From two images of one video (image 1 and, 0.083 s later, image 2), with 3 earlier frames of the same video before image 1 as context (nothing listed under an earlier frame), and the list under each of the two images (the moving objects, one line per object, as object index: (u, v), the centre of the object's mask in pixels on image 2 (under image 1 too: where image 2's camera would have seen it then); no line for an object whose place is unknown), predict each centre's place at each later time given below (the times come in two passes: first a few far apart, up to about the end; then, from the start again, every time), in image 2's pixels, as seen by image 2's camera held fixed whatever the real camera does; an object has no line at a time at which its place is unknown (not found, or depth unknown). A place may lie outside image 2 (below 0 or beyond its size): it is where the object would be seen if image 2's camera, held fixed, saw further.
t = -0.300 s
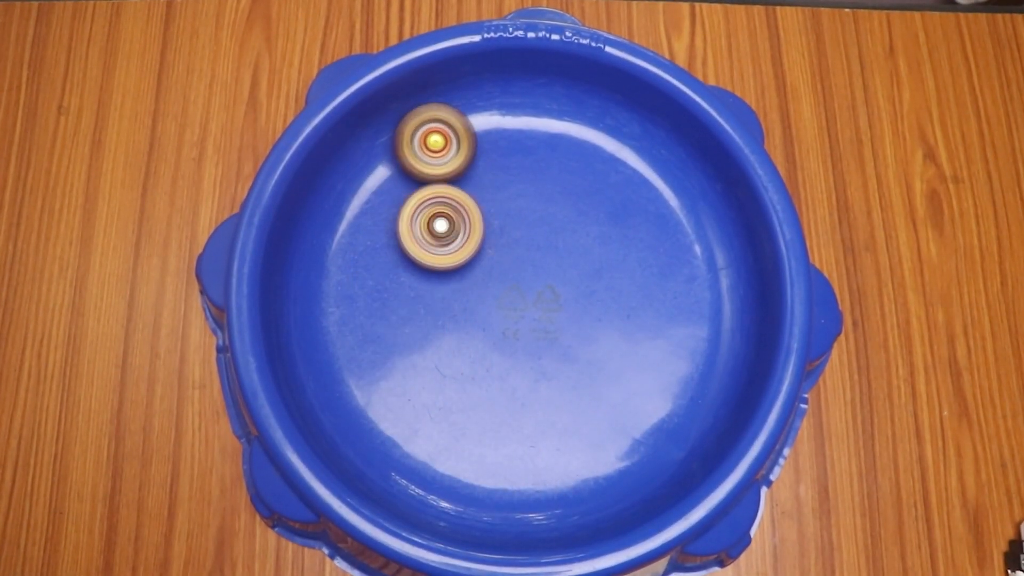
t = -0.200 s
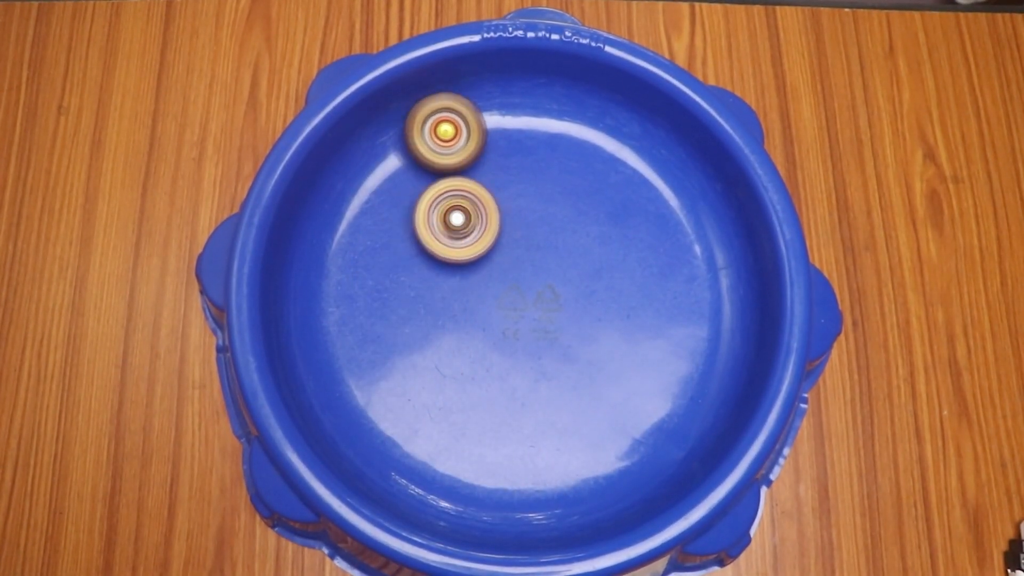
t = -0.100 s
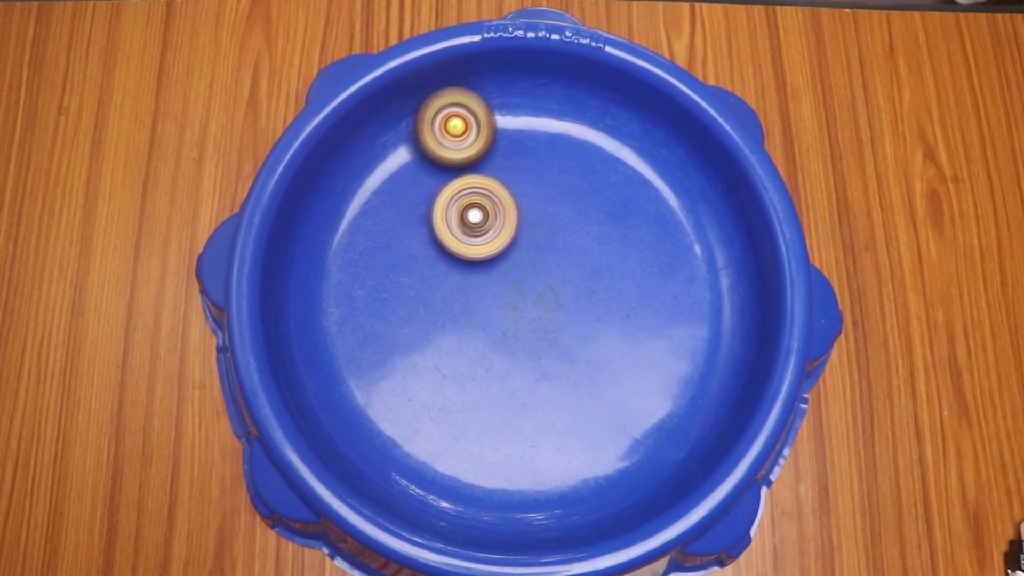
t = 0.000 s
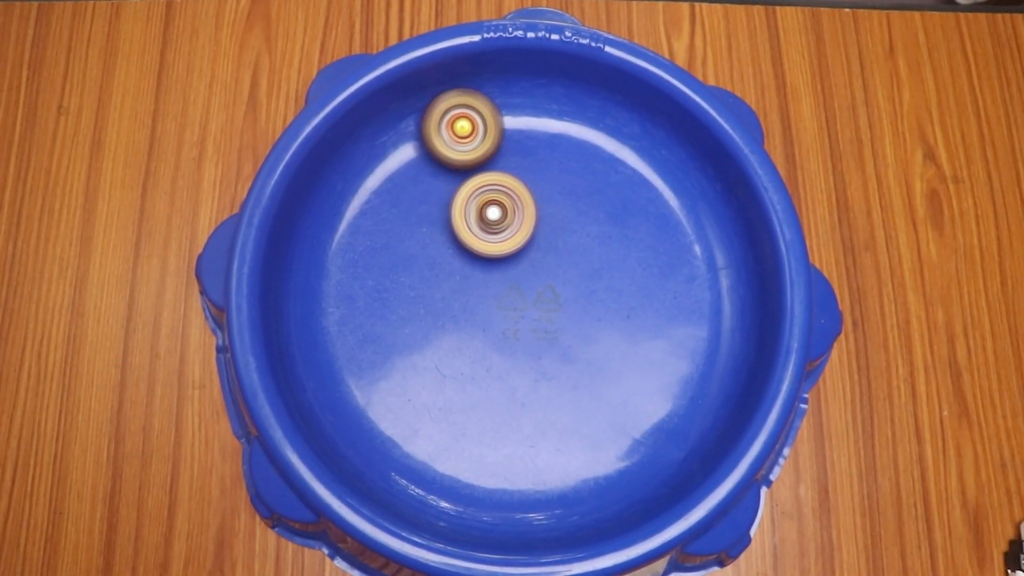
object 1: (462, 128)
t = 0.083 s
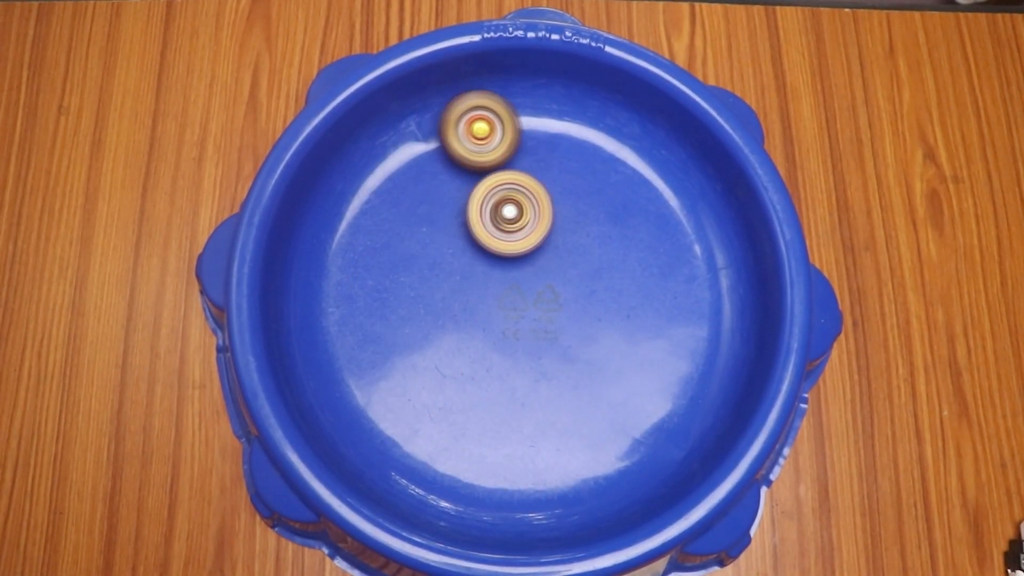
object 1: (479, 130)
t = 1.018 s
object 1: (672, 211)
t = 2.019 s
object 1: (626, 388)
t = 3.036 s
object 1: (562, 254)
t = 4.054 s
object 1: (581, 304)
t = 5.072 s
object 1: (535, 331)
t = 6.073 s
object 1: (495, 298)
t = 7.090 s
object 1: (682, 290)
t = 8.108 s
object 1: (563, 371)
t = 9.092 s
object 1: (442, 274)
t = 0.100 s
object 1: (485, 130)
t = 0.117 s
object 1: (490, 130)
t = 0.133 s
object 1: (497, 130)
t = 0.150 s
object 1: (503, 130)
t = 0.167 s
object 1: (510, 129)
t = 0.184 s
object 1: (517, 128)
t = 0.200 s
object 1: (524, 128)
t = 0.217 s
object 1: (530, 127)
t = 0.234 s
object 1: (537, 127)
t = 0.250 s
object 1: (544, 126)
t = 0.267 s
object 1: (550, 126)
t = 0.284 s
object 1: (557, 126)
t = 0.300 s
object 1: (563, 125)
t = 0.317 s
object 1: (568, 125)
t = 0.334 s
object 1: (573, 125)
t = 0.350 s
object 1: (578, 125)
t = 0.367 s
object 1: (581, 126)
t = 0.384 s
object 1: (584, 128)
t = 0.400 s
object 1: (585, 130)
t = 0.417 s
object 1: (587, 132)
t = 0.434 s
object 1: (589, 134)
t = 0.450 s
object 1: (591, 136)
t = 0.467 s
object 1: (594, 139)
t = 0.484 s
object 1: (597, 141)
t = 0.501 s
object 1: (601, 143)
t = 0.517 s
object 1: (605, 145)
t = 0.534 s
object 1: (609, 147)
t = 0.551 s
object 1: (614, 150)
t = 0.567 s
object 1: (619, 152)
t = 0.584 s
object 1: (624, 154)
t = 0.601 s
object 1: (630, 157)
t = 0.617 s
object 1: (635, 159)
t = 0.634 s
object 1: (639, 161)
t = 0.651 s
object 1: (643, 163)
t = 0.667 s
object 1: (646, 166)
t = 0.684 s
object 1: (648, 168)
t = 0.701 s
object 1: (648, 170)
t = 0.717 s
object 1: (649, 172)
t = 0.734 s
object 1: (649, 173)
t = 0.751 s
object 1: (650, 175)
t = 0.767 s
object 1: (651, 177)
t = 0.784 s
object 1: (653, 180)
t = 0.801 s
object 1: (655, 183)
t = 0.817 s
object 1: (657, 187)
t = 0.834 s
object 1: (660, 190)
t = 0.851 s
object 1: (664, 194)
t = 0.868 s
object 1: (667, 198)
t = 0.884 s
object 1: (672, 200)
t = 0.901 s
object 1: (677, 200)
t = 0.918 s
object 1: (681, 200)
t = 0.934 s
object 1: (681, 201)
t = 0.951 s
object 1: (679, 203)
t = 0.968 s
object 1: (677, 204)
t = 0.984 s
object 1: (675, 206)
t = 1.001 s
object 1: (673, 208)
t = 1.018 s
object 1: (672, 211)
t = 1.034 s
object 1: (671, 213)
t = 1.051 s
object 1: (671, 217)
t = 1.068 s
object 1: (671, 221)
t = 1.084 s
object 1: (671, 225)
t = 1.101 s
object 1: (672, 229)
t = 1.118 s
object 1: (673, 235)
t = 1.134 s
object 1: (673, 240)
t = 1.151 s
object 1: (674, 245)
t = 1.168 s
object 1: (675, 250)
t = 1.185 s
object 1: (675, 255)
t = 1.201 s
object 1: (675, 260)
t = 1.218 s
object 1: (676, 265)
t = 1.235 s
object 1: (678, 268)
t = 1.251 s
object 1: (680, 271)
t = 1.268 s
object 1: (682, 275)
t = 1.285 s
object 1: (684, 279)
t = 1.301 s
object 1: (686, 283)
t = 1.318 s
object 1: (688, 287)
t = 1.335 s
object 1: (689, 292)
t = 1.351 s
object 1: (690, 296)
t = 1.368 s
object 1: (690, 299)
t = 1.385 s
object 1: (692, 304)
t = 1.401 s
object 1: (692, 308)
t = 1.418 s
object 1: (693, 312)
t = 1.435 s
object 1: (694, 317)
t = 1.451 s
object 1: (695, 321)
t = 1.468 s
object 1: (696, 326)
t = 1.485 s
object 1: (696, 330)
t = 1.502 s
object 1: (696, 334)
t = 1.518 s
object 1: (697, 337)
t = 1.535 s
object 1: (697, 340)
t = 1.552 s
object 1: (698, 342)
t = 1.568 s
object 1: (698, 344)
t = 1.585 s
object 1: (698, 347)
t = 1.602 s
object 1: (699, 349)
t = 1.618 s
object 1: (699, 350)
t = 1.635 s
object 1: (699, 351)
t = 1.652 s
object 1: (698, 351)
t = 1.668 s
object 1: (697, 351)
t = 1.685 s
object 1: (696, 351)
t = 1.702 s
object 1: (694, 350)
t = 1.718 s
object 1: (693, 350)
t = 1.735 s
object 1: (692, 350)
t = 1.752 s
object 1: (690, 352)
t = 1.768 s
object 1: (688, 353)
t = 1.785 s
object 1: (685, 355)
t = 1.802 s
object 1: (682, 357)
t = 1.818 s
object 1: (679, 358)
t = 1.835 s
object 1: (676, 361)
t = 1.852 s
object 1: (672, 363)
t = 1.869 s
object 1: (668, 366)
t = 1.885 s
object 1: (664, 369)
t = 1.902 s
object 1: (660, 372)
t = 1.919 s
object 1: (655, 374)
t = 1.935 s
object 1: (651, 376)
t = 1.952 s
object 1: (647, 379)
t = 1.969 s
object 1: (642, 380)
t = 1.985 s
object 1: (637, 382)
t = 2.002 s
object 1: (631, 385)
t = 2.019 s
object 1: (626, 388)
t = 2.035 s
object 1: (621, 390)
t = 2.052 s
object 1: (616, 394)
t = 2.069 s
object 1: (611, 396)
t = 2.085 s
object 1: (607, 398)
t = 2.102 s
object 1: (601, 400)
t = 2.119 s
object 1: (605, 399)
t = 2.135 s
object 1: (611, 394)
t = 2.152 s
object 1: (619, 391)
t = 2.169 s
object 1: (626, 387)
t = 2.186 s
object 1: (630, 384)
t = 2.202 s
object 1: (635, 381)
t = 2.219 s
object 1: (638, 377)
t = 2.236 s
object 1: (640, 375)
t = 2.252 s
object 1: (643, 373)
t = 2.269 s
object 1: (645, 369)
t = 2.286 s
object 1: (646, 366)
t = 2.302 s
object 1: (646, 362)
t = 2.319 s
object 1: (647, 359)
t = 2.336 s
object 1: (647, 356)
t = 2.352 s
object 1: (647, 353)
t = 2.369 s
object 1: (648, 350)
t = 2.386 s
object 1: (647, 347)
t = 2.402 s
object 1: (646, 344)
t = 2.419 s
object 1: (645, 341)
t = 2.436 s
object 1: (644, 339)
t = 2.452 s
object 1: (642, 336)
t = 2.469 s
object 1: (641, 332)
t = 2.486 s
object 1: (639, 329)
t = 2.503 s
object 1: (637, 326)
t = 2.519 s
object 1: (635, 323)
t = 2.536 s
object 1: (634, 320)
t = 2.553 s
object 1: (632, 317)
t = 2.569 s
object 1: (630, 314)
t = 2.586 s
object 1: (628, 311)
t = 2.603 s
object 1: (626, 309)
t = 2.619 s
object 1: (624, 307)
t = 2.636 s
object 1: (622, 304)
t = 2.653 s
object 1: (620, 301)
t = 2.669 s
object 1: (618, 298)
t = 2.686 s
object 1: (615, 295)
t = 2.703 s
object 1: (614, 293)
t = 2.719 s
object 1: (612, 290)
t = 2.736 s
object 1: (610, 288)
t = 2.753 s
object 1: (608, 285)
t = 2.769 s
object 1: (605, 283)
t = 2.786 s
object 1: (603, 281)
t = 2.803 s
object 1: (600, 279)
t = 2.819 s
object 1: (598, 277)
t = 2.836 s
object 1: (595, 274)
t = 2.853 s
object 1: (592, 272)
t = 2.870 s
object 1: (590, 270)
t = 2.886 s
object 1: (587, 268)
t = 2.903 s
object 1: (585, 266)
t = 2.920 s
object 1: (582, 264)
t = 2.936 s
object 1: (579, 262)
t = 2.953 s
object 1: (577, 261)
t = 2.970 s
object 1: (574, 260)
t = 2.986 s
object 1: (572, 258)
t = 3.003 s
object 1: (569, 256)
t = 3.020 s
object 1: (565, 255)
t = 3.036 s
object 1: (562, 254)
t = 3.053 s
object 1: (560, 253)
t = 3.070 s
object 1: (558, 251)
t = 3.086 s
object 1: (555, 250)
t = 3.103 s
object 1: (553, 249)
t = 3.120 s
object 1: (551, 249)
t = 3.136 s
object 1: (548, 248)
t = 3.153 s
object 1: (547, 247)
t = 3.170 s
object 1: (544, 247)
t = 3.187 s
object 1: (541, 247)
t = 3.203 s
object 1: (538, 247)
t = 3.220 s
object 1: (536, 246)
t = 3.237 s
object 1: (533, 245)
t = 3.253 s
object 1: (530, 245)
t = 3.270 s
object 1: (528, 244)
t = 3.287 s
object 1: (526, 244)
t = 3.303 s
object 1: (524, 243)
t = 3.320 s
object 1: (523, 242)
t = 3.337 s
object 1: (521, 242)
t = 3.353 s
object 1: (519, 242)
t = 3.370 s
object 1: (517, 243)
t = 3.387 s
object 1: (516, 243)
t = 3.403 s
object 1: (514, 243)
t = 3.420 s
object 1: (512, 245)
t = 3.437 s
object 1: (514, 249)
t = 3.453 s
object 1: (516, 252)
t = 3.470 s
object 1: (517, 253)
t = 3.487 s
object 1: (518, 256)
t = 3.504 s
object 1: (519, 257)
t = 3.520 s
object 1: (521, 259)
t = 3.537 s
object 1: (523, 259)
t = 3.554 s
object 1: (525, 261)
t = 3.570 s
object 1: (526, 262)
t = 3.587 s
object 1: (529, 264)
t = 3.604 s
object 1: (532, 266)
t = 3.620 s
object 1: (534, 267)
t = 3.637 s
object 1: (535, 268)
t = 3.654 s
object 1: (538, 271)
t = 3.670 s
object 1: (540, 272)
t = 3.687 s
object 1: (542, 274)
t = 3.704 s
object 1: (544, 276)
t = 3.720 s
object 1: (546, 278)
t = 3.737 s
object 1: (548, 280)
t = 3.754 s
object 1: (549, 281)
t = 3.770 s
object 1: (551, 283)
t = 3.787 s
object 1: (552, 285)
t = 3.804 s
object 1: (555, 286)
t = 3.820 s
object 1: (556, 287)
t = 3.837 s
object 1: (558, 288)
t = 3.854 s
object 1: (560, 290)
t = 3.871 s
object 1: (563, 292)
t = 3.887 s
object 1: (565, 293)
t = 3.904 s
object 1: (567, 294)
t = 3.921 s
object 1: (569, 296)
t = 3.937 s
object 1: (571, 298)
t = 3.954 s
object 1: (573, 299)
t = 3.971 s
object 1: (574, 300)
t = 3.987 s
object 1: (575, 301)
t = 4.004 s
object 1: (577, 302)
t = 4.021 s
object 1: (579, 303)
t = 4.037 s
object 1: (580, 303)
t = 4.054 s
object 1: (581, 304)
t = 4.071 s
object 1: (582, 305)
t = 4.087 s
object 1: (584, 305)
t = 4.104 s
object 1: (585, 306)
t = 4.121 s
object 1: (586, 306)
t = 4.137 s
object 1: (587, 307)
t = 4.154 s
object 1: (588, 307)
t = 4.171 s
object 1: (589, 308)
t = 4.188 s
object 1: (590, 309)
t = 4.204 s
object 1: (592, 310)
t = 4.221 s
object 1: (592, 310)
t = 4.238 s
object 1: (592, 311)
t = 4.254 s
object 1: (592, 312)
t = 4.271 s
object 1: (593, 313)
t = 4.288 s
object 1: (593, 313)
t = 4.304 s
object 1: (592, 313)
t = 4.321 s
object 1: (592, 314)
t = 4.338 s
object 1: (592, 314)
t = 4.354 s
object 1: (591, 314)
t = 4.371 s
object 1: (591, 314)
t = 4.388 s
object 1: (591, 314)
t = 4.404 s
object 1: (591, 314)
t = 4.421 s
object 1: (591, 313)
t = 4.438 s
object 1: (590, 314)
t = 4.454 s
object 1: (591, 314)
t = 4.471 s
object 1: (591, 314)
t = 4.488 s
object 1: (591, 314)
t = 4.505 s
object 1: (590, 316)
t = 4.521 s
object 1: (590, 317)
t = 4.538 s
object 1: (589, 317)
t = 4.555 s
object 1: (588, 318)
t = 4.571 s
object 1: (587, 320)
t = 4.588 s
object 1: (586, 320)
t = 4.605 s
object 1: (583, 321)
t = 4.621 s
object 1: (581, 322)
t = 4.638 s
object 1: (580, 323)
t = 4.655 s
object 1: (578, 322)
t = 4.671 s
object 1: (575, 322)
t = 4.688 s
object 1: (574, 322)
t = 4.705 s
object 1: (573, 322)
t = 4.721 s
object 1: (571, 321)
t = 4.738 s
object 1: (569, 321)
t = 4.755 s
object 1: (569, 322)
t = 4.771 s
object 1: (568, 321)
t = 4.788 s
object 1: (567, 321)
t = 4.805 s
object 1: (567, 321)
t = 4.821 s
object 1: (567, 322)
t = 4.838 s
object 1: (567, 322)
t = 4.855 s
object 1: (565, 324)
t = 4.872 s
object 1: (565, 326)
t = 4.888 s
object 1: (564, 327)
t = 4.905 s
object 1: (562, 329)
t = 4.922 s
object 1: (560, 331)
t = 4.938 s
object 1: (558, 333)
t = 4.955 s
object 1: (555, 333)
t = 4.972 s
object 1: (552, 334)
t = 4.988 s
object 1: (549, 335)
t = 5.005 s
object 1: (546, 334)
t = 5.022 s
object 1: (543, 334)
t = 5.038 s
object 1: (540, 334)
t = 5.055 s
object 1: (538, 333)
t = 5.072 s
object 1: (535, 331)
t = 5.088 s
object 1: (533, 331)
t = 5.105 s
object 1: (532, 330)
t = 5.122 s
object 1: (531, 328)
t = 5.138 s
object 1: (529, 327)
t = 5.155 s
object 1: (529, 327)
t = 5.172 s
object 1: (529, 326)
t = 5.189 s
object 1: (529, 326)
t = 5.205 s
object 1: (530, 326)
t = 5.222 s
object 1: (531, 327)
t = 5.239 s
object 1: (531, 327)
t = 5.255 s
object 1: (531, 329)
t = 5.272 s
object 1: (532, 332)
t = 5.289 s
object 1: (531, 332)
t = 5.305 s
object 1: (529, 334)
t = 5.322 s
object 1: (528, 337)
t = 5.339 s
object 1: (526, 337)
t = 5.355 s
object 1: (523, 338)
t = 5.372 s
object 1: (521, 339)
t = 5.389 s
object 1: (519, 339)
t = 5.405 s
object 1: (516, 338)
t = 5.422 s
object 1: (513, 338)
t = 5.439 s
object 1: (511, 338)
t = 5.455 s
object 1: (508, 336)
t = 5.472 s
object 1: (506, 335)
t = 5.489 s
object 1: (504, 334)
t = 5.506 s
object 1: (502, 332)
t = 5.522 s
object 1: (500, 330)
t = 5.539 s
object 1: (499, 328)
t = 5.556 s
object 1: (498, 326)
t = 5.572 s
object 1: (498, 323)
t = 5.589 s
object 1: (498, 322)
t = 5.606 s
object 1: (499, 319)
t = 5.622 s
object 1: (500, 317)
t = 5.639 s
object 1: (501, 316)
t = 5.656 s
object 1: (503, 315)
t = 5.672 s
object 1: (505, 314)
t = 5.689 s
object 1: (506, 314)
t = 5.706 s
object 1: (509, 313)
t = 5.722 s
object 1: (511, 313)
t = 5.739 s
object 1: (512, 314)
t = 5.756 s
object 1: (515, 316)
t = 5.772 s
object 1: (515, 316)
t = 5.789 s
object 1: (516, 318)
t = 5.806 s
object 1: (517, 320)
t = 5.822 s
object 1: (516, 320)
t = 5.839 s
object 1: (515, 322)
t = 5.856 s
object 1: (514, 324)
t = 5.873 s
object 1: (513, 323)
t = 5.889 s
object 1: (510, 323)
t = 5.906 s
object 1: (508, 323)
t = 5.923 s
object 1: (507, 320)
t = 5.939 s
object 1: (504, 319)
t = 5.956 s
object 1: (502, 318)
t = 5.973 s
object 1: (501, 314)
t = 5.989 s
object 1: (499, 312)
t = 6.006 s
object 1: (498, 310)
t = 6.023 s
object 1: (498, 306)
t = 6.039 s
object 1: (496, 304)
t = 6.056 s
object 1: (496, 302)
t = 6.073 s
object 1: (495, 298)
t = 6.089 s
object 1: (494, 296)
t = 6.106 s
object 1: (494, 293)
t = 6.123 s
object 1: (494, 290)
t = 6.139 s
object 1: (494, 287)
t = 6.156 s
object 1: (495, 285)
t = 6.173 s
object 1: (495, 281)
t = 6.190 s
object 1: (496, 279)
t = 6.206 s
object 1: (497, 276)
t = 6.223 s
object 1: (499, 273)
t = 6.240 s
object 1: (500, 271)
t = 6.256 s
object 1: (503, 269)
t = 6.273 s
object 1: (504, 267)
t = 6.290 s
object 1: (506, 266)
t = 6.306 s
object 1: (509, 265)
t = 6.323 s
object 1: (512, 263)
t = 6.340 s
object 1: (513, 263)
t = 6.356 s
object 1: (516, 263)
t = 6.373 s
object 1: (518, 263)
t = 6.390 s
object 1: (519, 264)
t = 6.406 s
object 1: (522, 265)
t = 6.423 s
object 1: (522, 265)
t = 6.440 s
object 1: (522, 266)
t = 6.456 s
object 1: (523, 268)
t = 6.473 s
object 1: (522, 268)
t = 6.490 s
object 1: (522, 270)
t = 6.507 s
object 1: (521, 271)
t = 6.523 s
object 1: (519, 271)
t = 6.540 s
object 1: (518, 272)
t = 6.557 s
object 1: (516, 272)
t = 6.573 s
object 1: (514, 272)
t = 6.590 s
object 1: (513, 272)
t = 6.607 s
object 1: (512, 271)
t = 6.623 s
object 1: (509, 270)
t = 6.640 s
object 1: (509, 270)
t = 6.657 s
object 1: (517, 270)
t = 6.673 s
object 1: (526, 271)
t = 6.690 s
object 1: (535, 273)
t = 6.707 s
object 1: (542, 273)
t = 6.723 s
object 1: (548, 274)
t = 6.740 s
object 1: (556, 273)
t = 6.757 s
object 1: (561, 274)
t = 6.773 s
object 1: (568, 275)
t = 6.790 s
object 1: (575, 275)
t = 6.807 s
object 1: (581, 276)
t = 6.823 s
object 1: (589, 277)
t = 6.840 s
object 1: (595, 277)
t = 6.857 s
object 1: (600, 278)
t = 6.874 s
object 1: (609, 277)
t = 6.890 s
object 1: (614, 278)
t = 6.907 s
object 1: (621, 279)
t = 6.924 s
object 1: (627, 279)
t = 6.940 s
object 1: (632, 281)
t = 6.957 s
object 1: (639, 282)
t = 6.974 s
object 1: (645, 283)
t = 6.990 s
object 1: (650, 284)
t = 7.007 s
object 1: (656, 285)
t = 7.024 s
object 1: (661, 286)
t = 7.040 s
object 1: (667, 287)
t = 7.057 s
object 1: (671, 288)
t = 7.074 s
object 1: (676, 289)
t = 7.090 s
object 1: (682, 290)
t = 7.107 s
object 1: (685, 291)
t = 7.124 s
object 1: (690, 293)
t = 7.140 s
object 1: (694, 293)
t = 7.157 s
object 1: (697, 294)
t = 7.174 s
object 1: (702, 294)
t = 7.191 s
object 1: (705, 293)
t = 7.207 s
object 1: (708, 293)
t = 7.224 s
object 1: (710, 291)
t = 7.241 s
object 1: (710, 290)
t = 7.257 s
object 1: (710, 289)
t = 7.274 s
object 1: (709, 287)
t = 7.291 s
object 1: (708, 287)
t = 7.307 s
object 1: (707, 285)
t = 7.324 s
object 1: (704, 284)
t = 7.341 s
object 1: (701, 283)
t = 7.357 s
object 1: (699, 281)
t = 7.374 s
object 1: (697, 281)
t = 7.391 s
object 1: (695, 281)
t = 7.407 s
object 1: (692, 282)
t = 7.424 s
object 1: (691, 283)
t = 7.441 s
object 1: (689, 283)
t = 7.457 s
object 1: (687, 285)
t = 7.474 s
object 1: (686, 286)
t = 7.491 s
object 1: (684, 288)
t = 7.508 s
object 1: (683, 290)
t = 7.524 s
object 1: (681, 292)
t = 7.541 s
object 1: (680, 295)
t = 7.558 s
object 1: (679, 297)
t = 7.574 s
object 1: (677, 301)
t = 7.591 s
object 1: (676, 304)
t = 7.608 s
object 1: (675, 307)
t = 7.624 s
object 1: (673, 310)
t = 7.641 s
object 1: (671, 313)
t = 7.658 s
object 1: (668, 316)
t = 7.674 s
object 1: (665, 319)
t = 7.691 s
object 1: (661, 321)
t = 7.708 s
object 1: (658, 323)
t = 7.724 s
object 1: (655, 325)
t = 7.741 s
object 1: (651, 328)
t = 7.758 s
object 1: (648, 330)
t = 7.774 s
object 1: (644, 332)
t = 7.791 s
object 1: (640, 335)
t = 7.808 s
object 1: (637, 337)
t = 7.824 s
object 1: (633, 339)
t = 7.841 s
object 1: (629, 343)
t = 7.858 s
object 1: (625, 344)
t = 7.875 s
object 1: (621, 347)
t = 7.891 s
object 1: (617, 348)
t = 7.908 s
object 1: (613, 351)
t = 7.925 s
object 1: (610, 352)
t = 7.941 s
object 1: (605, 354)
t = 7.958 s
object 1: (601, 357)
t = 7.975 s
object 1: (597, 357)
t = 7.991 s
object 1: (593, 360)
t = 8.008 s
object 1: (589, 361)
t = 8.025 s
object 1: (584, 363)
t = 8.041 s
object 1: (580, 365)
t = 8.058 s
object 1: (576, 367)
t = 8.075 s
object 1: (571, 369)
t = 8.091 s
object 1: (567, 369)
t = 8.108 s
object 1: (563, 371)
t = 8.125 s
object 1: (560, 373)
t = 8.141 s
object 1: (555, 374)
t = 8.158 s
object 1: (552, 376)
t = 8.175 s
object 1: (547, 376)
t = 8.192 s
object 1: (543, 378)
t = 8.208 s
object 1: (540, 379)
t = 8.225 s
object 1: (536, 380)
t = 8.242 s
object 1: (532, 381)
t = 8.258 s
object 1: (528, 382)
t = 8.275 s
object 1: (525, 383)
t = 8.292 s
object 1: (520, 383)
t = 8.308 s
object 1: (516, 384)
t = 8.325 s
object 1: (514, 384)
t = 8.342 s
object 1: (510, 385)
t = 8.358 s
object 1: (508, 386)
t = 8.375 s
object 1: (504, 387)
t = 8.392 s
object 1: (503, 388)
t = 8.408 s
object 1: (500, 387)
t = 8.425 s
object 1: (497, 388)
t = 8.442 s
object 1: (495, 387)
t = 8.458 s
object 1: (493, 387)
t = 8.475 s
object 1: (493, 387)
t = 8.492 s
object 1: (490, 386)
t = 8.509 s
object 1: (490, 385)
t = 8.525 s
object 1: (487, 383)
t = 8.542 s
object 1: (485, 382)
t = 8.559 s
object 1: (483, 380)
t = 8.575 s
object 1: (481, 379)
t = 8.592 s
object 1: (480, 377)
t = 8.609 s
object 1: (478, 376)
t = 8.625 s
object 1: (477, 374)
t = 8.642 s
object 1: (475, 372)
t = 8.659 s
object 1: (474, 371)
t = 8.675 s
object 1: (472, 369)
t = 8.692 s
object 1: (471, 368)
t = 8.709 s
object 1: (470, 365)
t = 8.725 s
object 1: (469, 364)
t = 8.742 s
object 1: (468, 361)
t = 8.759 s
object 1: (467, 360)
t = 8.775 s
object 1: (467, 358)
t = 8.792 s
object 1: (466, 356)
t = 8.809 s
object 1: (466, 354)
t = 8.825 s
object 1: (465, 352)
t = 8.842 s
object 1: (465, 350)
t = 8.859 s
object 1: (464, 347)
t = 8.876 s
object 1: (464, 345)
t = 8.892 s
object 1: (460, 337)
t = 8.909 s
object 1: (455, 329)
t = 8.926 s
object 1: (452, 323)
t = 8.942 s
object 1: (448, 317)
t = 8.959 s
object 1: (447, 311)
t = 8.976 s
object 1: (445, 306)
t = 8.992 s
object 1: (445, 301)
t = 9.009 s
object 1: (443, 296)
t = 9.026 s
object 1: (444, 292)
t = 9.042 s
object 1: (443, 287)
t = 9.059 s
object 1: (443, 283)
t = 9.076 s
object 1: (442, 277)
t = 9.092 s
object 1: (442, 274)
